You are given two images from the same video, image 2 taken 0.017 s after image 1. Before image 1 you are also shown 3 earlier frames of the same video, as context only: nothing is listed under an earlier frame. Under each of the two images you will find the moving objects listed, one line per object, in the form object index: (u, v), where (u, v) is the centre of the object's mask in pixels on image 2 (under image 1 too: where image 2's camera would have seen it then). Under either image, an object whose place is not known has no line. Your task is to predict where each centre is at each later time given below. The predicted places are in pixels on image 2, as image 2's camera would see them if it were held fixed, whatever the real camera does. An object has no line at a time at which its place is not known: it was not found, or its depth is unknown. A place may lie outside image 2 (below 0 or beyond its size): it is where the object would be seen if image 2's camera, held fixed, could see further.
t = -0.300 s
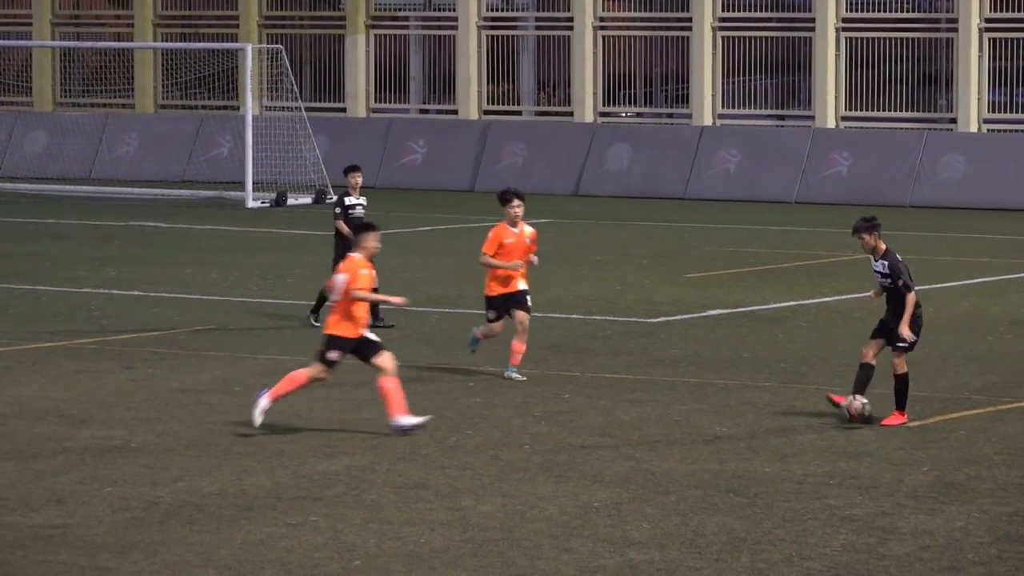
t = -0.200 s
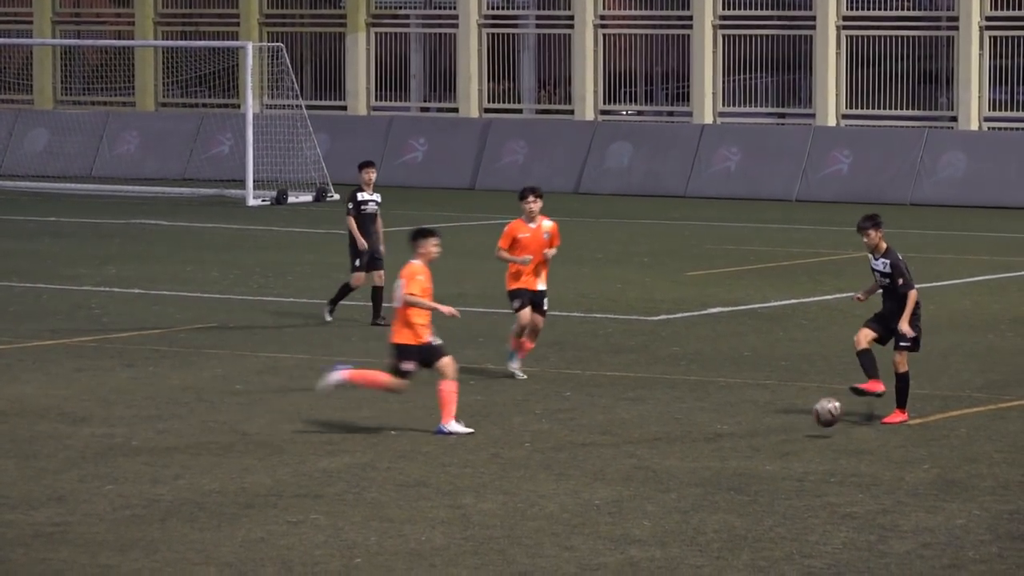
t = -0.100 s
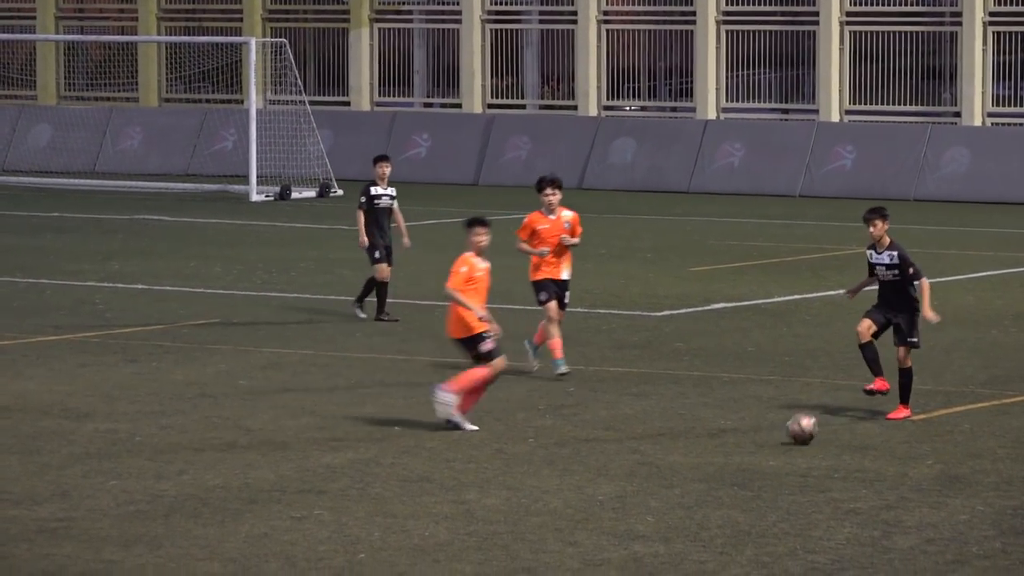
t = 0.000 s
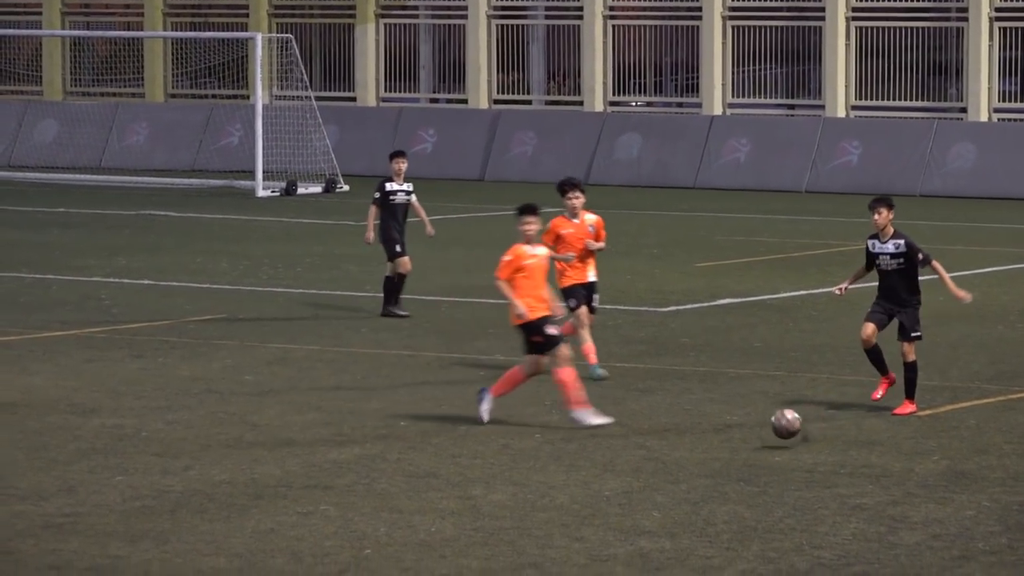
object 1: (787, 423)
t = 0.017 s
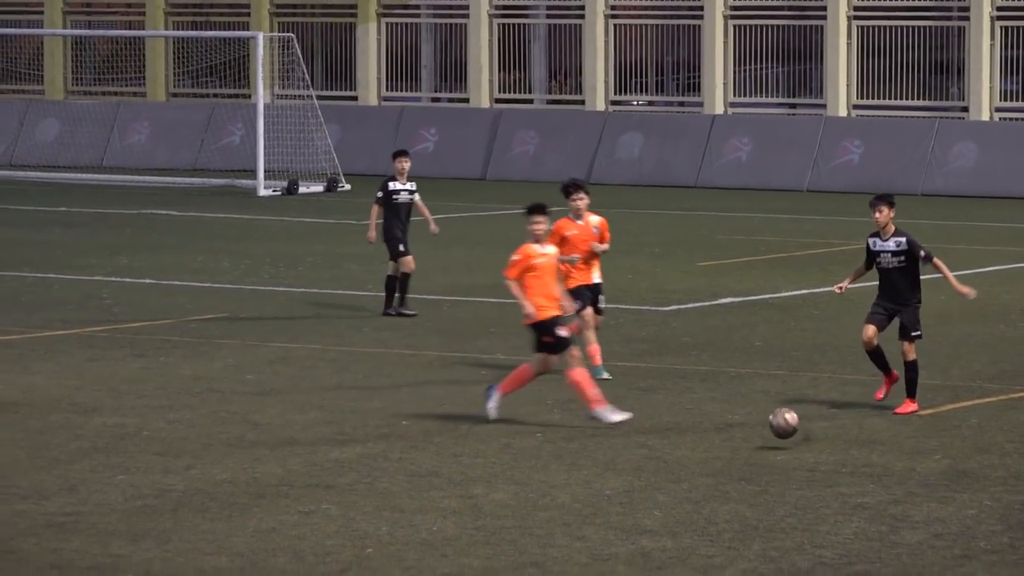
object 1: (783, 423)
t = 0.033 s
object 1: (780, 424)
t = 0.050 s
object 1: (777, 425)
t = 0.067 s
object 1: (773, 427)
